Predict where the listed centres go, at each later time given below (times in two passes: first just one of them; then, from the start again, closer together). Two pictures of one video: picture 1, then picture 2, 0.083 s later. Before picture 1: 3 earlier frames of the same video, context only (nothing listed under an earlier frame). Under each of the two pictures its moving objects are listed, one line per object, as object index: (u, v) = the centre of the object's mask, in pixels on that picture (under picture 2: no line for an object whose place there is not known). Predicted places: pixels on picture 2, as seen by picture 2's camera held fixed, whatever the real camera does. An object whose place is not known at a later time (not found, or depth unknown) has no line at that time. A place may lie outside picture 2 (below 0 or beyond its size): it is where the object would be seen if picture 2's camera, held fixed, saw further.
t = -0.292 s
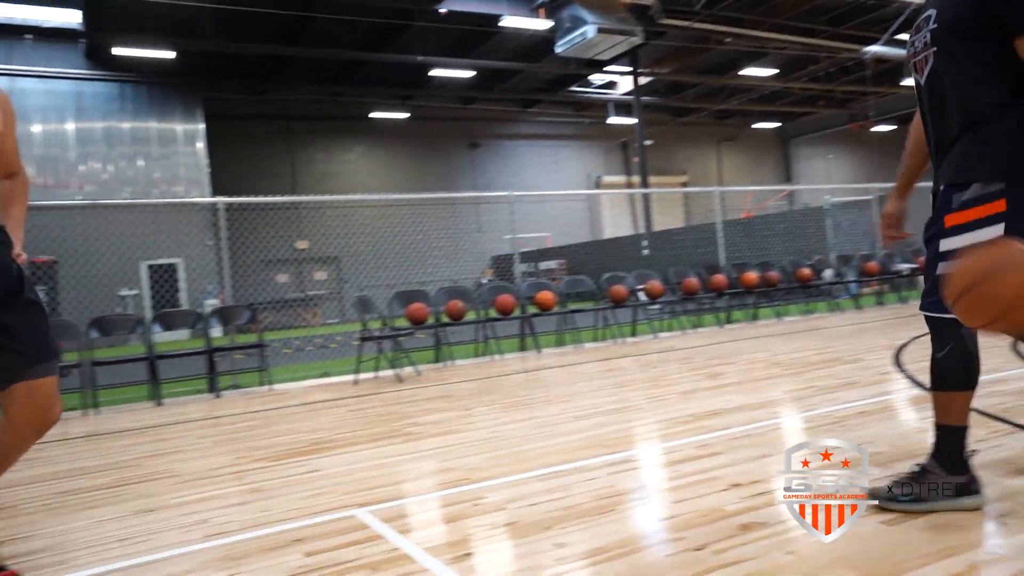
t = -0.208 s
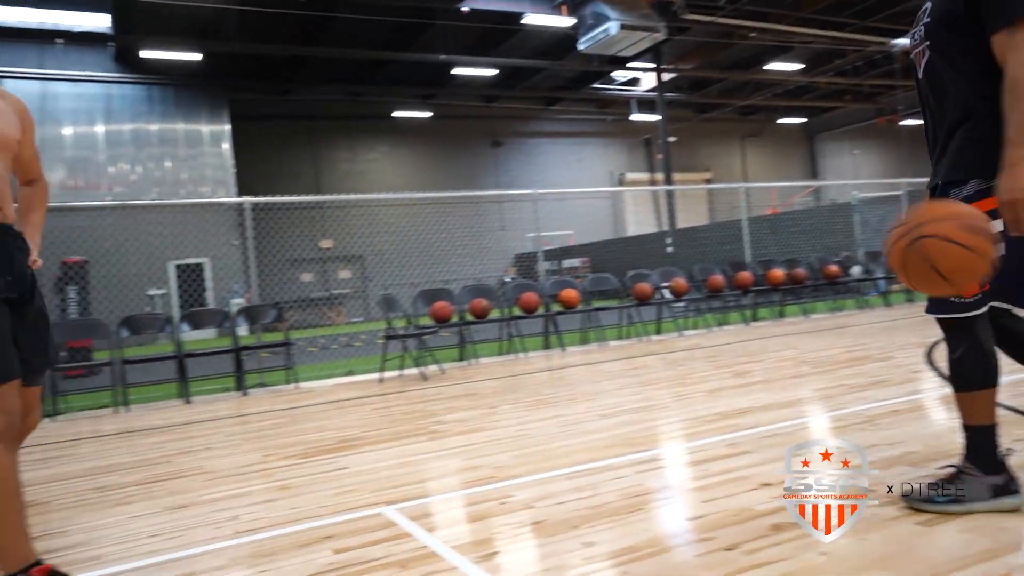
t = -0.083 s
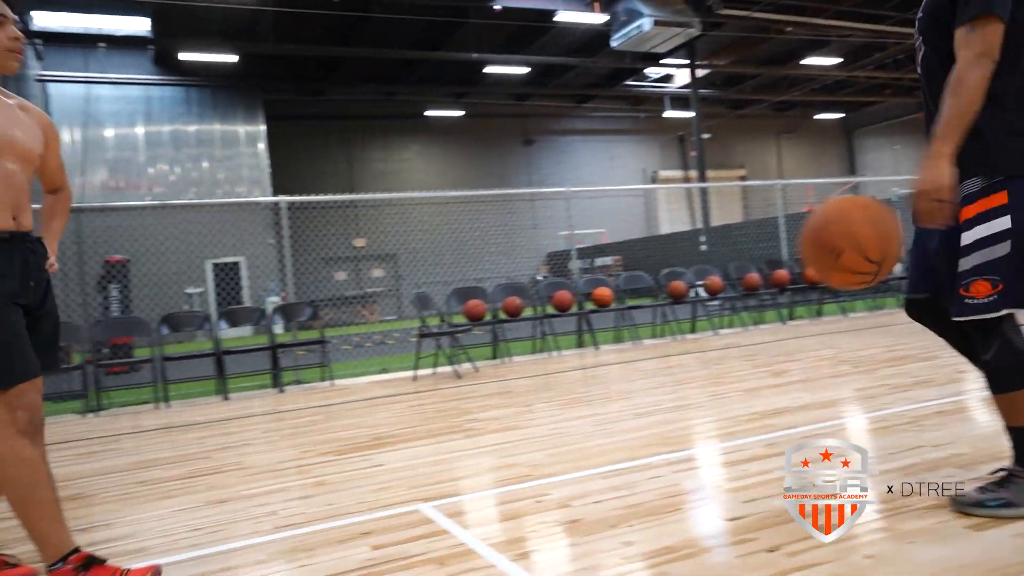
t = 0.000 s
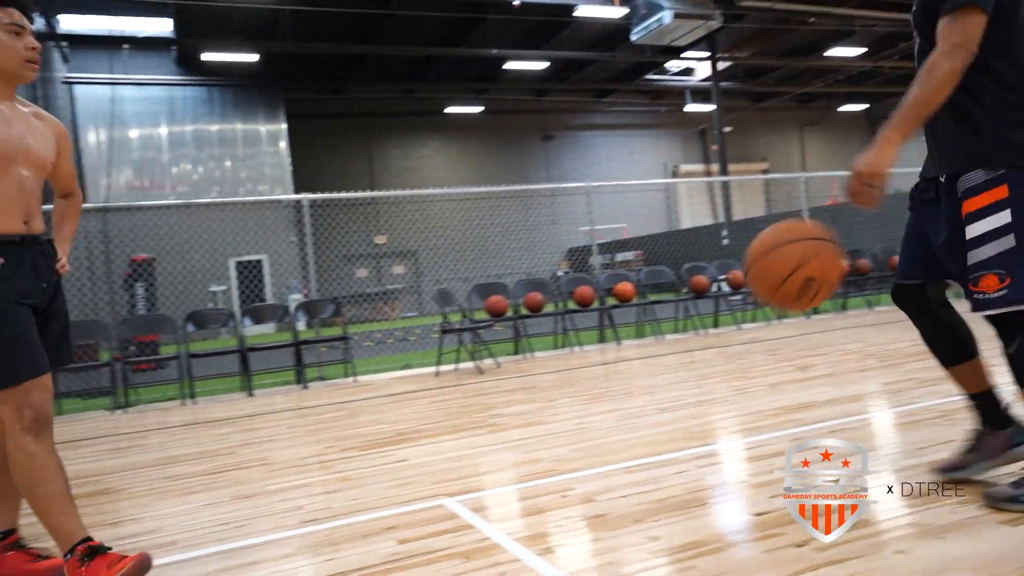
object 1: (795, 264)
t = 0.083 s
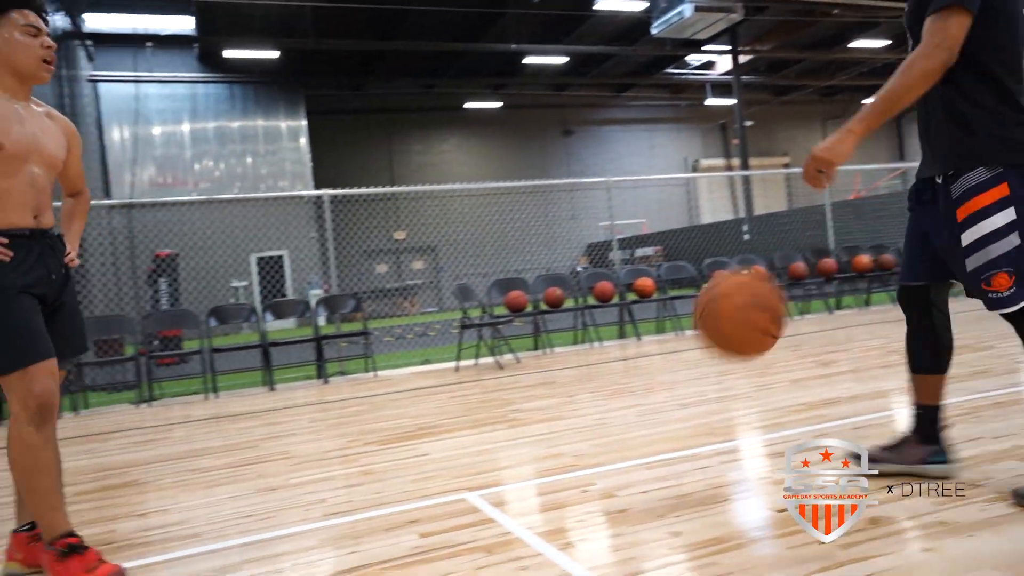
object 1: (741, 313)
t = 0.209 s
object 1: (630, 437)
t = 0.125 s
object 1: (700, 350)
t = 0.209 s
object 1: (630, 437)
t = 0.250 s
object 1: (597, 488)
